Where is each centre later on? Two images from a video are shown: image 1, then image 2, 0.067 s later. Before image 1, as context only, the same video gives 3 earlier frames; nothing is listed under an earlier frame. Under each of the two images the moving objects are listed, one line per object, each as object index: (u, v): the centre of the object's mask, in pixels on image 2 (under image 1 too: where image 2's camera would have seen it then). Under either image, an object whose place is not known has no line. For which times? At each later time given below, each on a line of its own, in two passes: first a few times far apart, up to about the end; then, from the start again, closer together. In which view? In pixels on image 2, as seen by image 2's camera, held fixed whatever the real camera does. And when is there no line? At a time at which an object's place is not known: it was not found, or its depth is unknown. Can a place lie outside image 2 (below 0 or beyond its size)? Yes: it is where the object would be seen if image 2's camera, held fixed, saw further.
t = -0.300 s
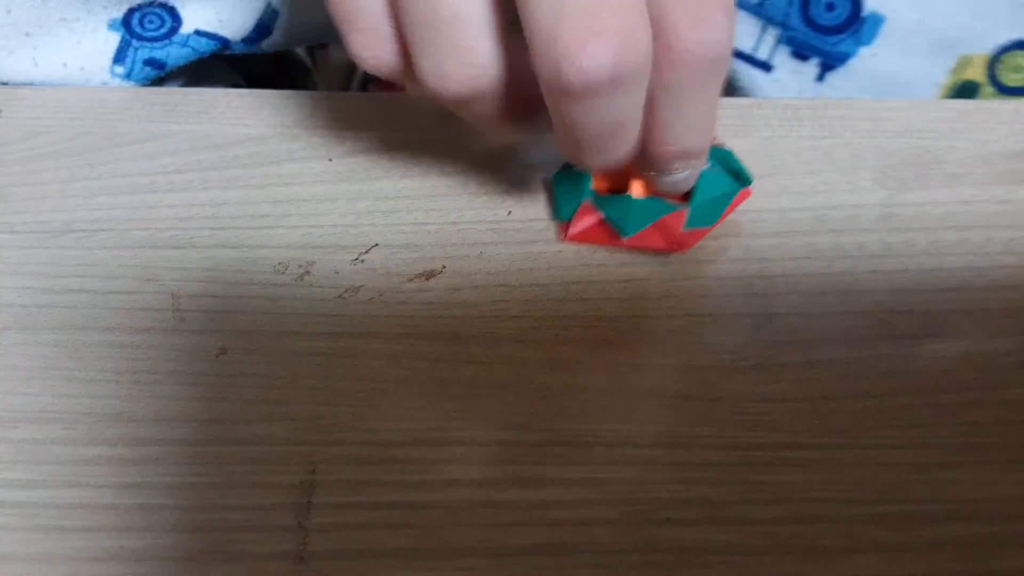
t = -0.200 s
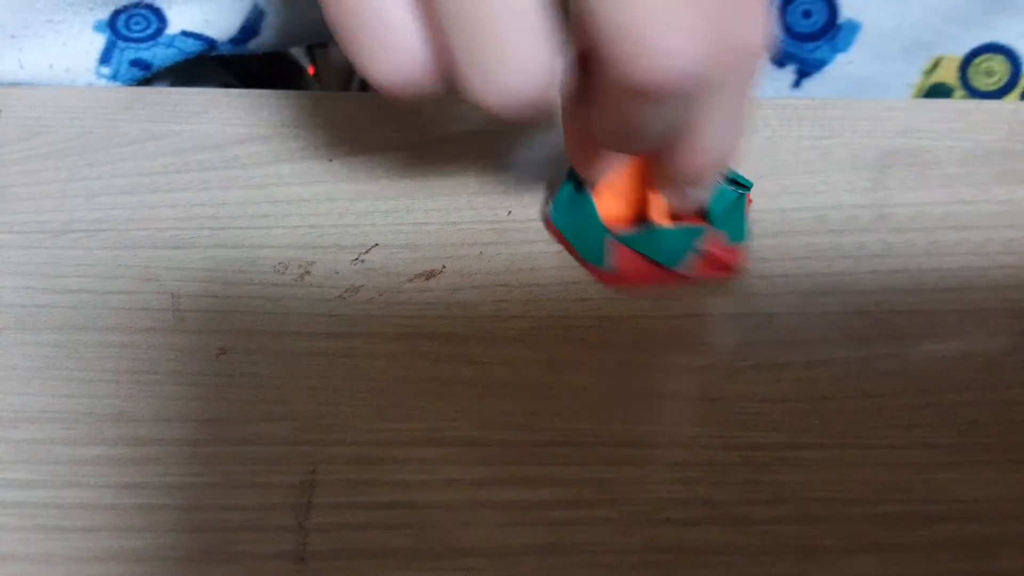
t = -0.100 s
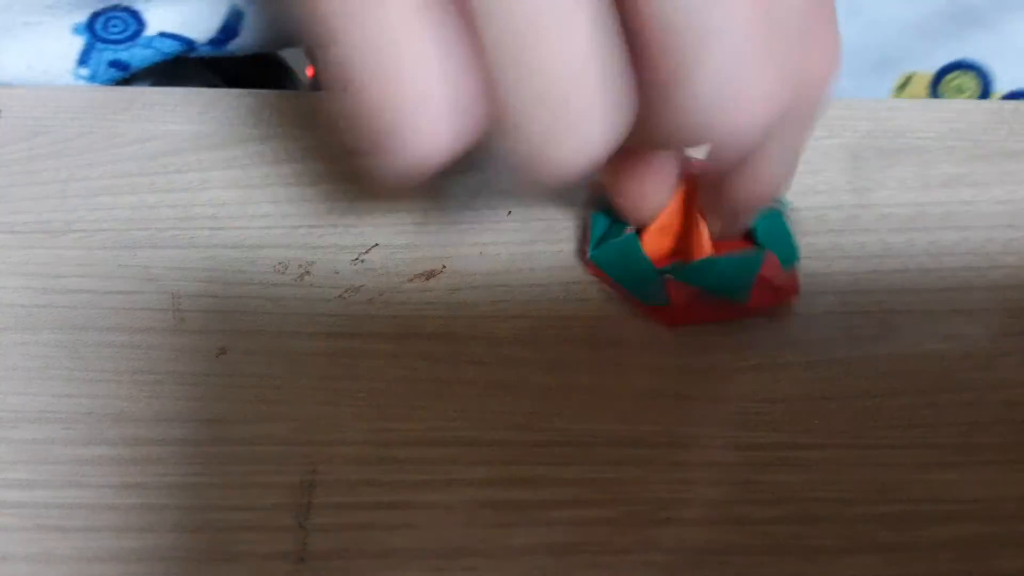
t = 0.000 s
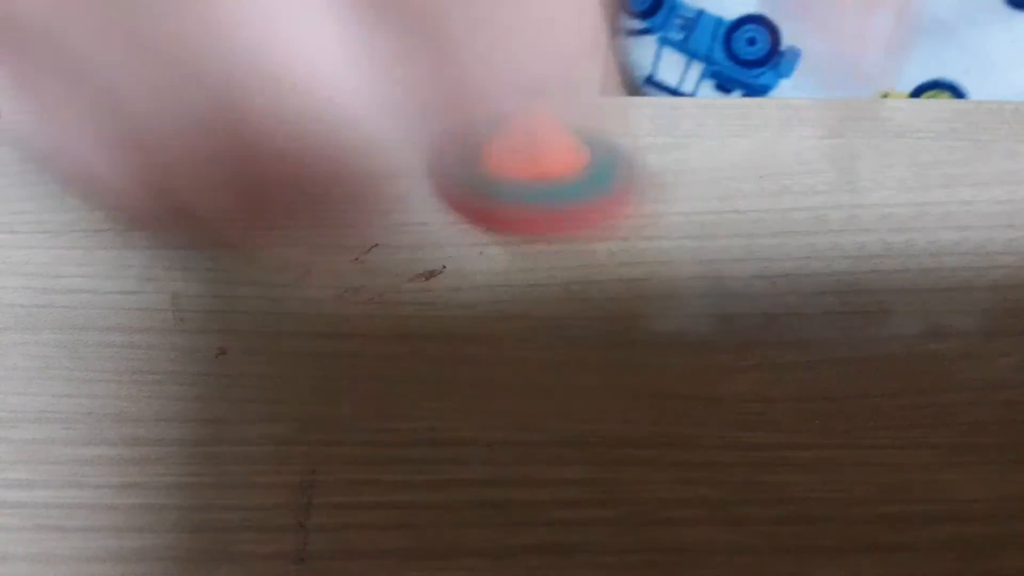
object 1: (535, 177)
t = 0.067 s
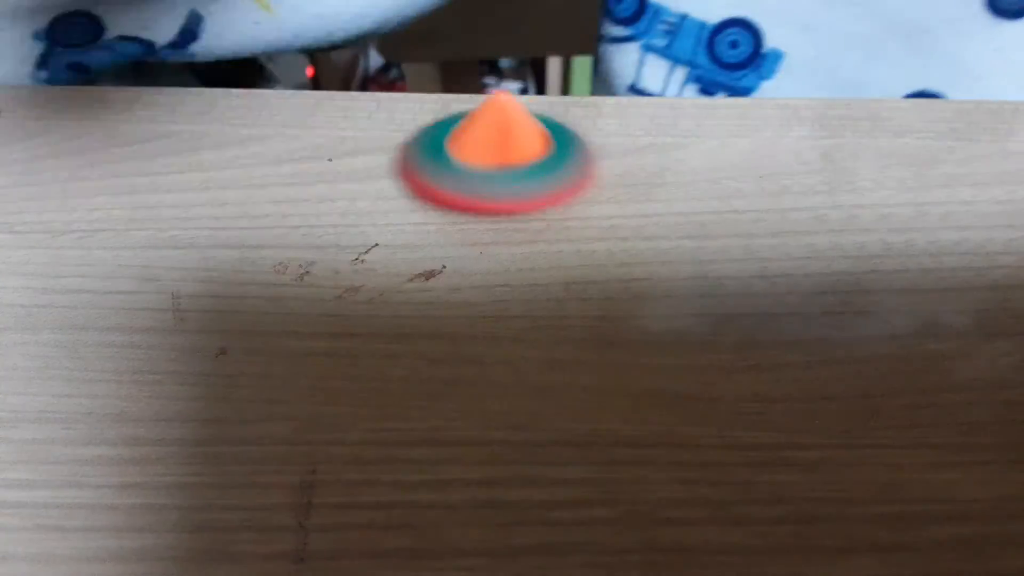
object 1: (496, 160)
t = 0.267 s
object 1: (455, 157)
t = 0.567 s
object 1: (409, 156)
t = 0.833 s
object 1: (382, 160)
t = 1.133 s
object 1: (375, 170)
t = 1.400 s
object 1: (380, 179)
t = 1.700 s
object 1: (393, 185)
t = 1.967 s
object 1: (409, 189)
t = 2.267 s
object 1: (430, 193)
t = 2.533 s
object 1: (448, 193)
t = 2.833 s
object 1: (468, 192)
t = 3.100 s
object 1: (483, 188)
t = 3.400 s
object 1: (495, 181)
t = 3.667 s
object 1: (497, 174)
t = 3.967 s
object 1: (496, 175)
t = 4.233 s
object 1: (507, 174)
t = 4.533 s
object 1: (506, 171)
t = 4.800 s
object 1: (511, 172)
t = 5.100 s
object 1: (515, 169)
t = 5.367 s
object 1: (518, 170)
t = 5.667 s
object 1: (518, 171)
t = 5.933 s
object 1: (520, 171)
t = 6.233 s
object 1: (524, 171)
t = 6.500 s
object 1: (527, 169)
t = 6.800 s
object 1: (532, 170)
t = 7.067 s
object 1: (532, 170)
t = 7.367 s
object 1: (533, 172)
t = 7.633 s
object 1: (533, 172)
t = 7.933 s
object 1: (533, 172)
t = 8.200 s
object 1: (533, 172)
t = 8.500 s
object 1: (533, 172)
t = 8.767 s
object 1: (533, 172)
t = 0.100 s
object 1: (489, 160)
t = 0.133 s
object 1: (479, 158)
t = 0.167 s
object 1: (473, 158)
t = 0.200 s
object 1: (468, 158)
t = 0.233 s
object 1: (461, 158)
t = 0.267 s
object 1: (455, 157)
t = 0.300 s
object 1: (450, 157)
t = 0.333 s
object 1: (443, 156)
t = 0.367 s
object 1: (438, 156)
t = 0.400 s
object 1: (433, 156)
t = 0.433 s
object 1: (428, 156)
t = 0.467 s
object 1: (422, 156)
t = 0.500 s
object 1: (417, 155)
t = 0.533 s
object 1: (413, 155)
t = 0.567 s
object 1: (409, 156)
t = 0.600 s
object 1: (405, 156)
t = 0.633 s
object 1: (401, 157)
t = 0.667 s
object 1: (397, 157)
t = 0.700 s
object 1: (394, 158)
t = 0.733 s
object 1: (392, 159)
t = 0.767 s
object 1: (389, 159)
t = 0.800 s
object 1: (386, 160)
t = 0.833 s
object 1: (382, 160)
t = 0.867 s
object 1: (380, 161)
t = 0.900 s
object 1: (378, 163)
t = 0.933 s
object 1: (377, 164)
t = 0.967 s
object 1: (376, 165)
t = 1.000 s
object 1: (374, 167)
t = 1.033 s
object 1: (375, 167)
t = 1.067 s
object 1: (375, 168)
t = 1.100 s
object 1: (374, 169)
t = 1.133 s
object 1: (375, 170)
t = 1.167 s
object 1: (374, 171)
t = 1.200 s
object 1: (375, 172)
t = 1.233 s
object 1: (374, 173)
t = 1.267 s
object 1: (374, 175)
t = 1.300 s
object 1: (376, 176)
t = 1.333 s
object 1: (377, 177)
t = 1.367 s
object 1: (379, 177)
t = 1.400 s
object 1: (380, 179)
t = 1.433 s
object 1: (381, 180)
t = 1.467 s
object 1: (383, 181)
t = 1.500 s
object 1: (382, 181)
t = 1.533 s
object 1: (385, 182)
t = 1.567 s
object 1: (386, 183)
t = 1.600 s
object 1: (387, 183)
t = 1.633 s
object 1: (390, 184)
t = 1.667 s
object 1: (392, 185)
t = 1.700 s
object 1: (393, 185)
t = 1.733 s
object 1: (395, 186)
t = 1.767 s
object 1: (398, 187)
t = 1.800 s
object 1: (398, 187)
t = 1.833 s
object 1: (401, 188)
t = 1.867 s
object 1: (404, 188)
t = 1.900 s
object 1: (405, 189)
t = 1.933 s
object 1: (408, 190)
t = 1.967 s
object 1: (409, 189)
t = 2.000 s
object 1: (411, 190)
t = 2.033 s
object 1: (415, 190)
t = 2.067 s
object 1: (417, 192)
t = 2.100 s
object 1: (420, 192)
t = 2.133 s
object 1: (421, 192)
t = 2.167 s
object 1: (424, 193)
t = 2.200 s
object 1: (424, 193)
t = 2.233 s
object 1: (428, 194)
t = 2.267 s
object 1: (430, 193)
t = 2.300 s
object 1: (432, 194)
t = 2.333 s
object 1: (434, 193)
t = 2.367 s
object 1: (436, 195)
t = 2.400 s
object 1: (439, 194)
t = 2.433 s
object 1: (441, 194)
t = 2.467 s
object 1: (443, 194)
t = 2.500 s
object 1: (445, 193)
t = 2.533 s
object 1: (448, 193)
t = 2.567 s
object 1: (450, 194)
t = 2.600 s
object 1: (452, 194)
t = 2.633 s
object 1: (454, 194)
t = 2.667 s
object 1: (457, 193)
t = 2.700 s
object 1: (460, 193)
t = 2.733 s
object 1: (461, 192)
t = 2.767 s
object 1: (465, 193)
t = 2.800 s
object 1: (465, 192)
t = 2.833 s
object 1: (468, 192)
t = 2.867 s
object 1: (469, 192)
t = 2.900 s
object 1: (472, 192)
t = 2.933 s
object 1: (475, 191)
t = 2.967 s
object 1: (476, 189)
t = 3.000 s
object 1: (479, 189)
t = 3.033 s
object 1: (479, 188)
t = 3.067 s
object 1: (482, 188)
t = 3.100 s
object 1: (483, 188)
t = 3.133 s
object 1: (486, 186)
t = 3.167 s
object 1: (488, 185)
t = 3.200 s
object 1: (487, 185)
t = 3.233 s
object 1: (489, 185)
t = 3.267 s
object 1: (491, 184)
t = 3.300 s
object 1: (493, 182)
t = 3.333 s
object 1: (494, 182)
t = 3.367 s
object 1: (491, 181)
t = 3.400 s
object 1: (495, 181)
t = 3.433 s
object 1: (496, 179)
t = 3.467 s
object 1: (493, 178)
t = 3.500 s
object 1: (495, 179)
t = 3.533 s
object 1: (498, 178)
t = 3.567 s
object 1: (496, 175)
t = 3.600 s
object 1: (496, 177)
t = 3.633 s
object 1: (498, 176)
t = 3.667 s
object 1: (497, 174)
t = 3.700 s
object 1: (495, 175)
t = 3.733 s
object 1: (497, 175)
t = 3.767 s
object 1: (496, 173)
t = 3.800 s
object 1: (495, 175)
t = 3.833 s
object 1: (497, 175)
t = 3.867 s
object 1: (494, 174)
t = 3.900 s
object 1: (497, 176)
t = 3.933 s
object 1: (499, 175)
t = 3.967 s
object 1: (496, 175)
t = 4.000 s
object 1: (500, 176)
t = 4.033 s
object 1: (500, 175)
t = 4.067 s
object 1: (501, 175)
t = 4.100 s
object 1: (502, 174)
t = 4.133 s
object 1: (502, 176)
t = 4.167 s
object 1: (505, 174)
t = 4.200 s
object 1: (501, 174)
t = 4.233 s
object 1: (507, 174)
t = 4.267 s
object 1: (504, 174)
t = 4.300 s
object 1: (508, 173)
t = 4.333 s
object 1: (503, 171)
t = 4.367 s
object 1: (508, 173)
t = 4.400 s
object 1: (506, 172)
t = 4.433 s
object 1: (507, 172)
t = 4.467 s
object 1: (504, 170)
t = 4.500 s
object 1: (508, 172)
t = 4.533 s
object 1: (506, 171)
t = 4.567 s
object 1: (508, 172)
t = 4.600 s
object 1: (503, 171)
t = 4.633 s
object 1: (509, 172)
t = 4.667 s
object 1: (507, 173)
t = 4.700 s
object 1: (510, 172)
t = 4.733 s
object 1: (507, 173)
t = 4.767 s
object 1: (511, 170)
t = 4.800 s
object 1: (511, 172)
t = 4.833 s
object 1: (511, 171)
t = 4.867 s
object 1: (512, 172)
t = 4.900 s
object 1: (508, 170)
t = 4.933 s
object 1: (512, 170)
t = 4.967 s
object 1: (511, 172)
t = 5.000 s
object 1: (513, 171)
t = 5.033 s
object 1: (514, 171)
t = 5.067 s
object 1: (509, 171)
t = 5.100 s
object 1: (515, 169)
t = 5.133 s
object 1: (514, 172)
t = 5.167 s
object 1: (514, 171)
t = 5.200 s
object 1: (517, 171)
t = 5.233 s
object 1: (515, 172)
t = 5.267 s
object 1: (515, 169)
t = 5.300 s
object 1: (519, 171)
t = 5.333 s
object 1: (516, 172)
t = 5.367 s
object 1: (518, 170)
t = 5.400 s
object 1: (520, 171)
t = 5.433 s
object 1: (518, 172)
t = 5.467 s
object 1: (517, 169)
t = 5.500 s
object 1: (521, 169)
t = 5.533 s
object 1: (519, 171)
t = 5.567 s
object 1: (517, 171)
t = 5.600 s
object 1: (522, 170)
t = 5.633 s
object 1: (521, 170)
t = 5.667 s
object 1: (518, 171)
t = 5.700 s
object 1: (518, 168)
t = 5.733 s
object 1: (523, 169)
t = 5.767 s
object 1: (521, 171)
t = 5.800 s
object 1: (519, 171)
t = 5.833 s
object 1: (521, 170)
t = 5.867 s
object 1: (525, 170)
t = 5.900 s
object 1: (523, 171)
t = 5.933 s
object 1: (520, 171)
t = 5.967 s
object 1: (521, 168)
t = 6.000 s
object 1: (525, 168)
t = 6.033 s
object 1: (524, 170)
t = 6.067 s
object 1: (523, 171)
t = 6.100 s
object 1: (522, 170)
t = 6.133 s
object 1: (525, 169)
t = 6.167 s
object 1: (528, 170)
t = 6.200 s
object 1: (527, 171)
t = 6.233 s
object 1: (524, 171)
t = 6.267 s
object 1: (522, 170)
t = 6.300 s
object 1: (524, 167)
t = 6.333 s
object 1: (528, 168)
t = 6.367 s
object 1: (527, 170)
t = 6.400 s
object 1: (525, 171)
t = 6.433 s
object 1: (524, 171)
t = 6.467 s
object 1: (524, 170)
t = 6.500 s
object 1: (527, 169)
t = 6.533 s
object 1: (530, 170)
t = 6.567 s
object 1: (530, 171)
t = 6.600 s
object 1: (529, 172)
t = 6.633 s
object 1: (527, 172)
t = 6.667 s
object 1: (526, 171)
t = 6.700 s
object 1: (527, 169)
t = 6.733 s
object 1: (528, 168)
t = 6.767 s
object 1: (531, 168)
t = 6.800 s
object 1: (532, 170)
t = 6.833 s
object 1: (531, 171)
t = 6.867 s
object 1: (530, 171)
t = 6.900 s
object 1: (530, 172)
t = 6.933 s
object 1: (529, 172)
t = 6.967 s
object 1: (529, 171)
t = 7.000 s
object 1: (528, 170)
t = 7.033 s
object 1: (530, 170)
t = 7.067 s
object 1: (532, 170)
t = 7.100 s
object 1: (534, 171)
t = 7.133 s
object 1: (535, 172)
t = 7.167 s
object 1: (536, 172)
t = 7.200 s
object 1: (535, 172)
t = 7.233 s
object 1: (535, 173)
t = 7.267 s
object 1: (535, 173)
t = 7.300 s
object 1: (534, 173)
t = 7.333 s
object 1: (533, 173)
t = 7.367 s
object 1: (533, 172)
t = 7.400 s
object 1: (533, 172)
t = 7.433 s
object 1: (533, 172)
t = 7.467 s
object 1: (533, 172)
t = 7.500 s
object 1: (533, 172)
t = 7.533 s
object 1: (533, 172)
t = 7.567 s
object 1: (533, 172)
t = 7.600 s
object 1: (533, 172)
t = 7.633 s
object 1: (533, 172)
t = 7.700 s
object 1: (533, 172)
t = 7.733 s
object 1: (533, 172)
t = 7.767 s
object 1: (533, 172)
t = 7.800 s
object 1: (533, 172)
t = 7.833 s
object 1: (533, 172)
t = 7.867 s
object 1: (533, 172)
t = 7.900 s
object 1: (533, 172)
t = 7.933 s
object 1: (533, 172)
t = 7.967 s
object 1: (533, 172)
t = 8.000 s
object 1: (533, 172)
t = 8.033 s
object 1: (533, 172)
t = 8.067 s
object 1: (533, 172)
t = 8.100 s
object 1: (533, 172)
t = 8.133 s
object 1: (533, 172)
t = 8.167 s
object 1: (533, 172)
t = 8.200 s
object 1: (533, 172)
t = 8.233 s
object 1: (533, 172)
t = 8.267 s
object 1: (533, 172)
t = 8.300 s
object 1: (533, 172)
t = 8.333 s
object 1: (533, 172)
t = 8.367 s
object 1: (533, 172)
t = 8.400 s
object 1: (533, 172)
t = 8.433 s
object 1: (533, 172)
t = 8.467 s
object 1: (533, 172)
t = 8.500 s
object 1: (533, 172)
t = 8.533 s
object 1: (533, 172)
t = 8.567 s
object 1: (533, 172)
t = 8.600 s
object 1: (533, 172)
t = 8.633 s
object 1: (533, 172)
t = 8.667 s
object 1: (533, 172)
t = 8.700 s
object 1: (533, 172)
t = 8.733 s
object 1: (533, 172)
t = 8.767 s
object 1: (533, 172)
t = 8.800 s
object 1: (533, 172)
